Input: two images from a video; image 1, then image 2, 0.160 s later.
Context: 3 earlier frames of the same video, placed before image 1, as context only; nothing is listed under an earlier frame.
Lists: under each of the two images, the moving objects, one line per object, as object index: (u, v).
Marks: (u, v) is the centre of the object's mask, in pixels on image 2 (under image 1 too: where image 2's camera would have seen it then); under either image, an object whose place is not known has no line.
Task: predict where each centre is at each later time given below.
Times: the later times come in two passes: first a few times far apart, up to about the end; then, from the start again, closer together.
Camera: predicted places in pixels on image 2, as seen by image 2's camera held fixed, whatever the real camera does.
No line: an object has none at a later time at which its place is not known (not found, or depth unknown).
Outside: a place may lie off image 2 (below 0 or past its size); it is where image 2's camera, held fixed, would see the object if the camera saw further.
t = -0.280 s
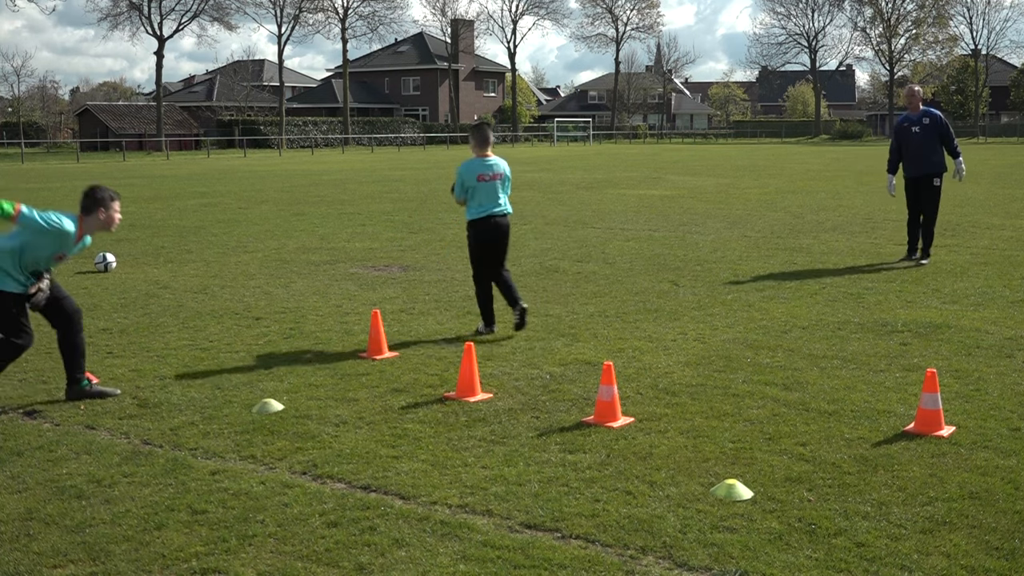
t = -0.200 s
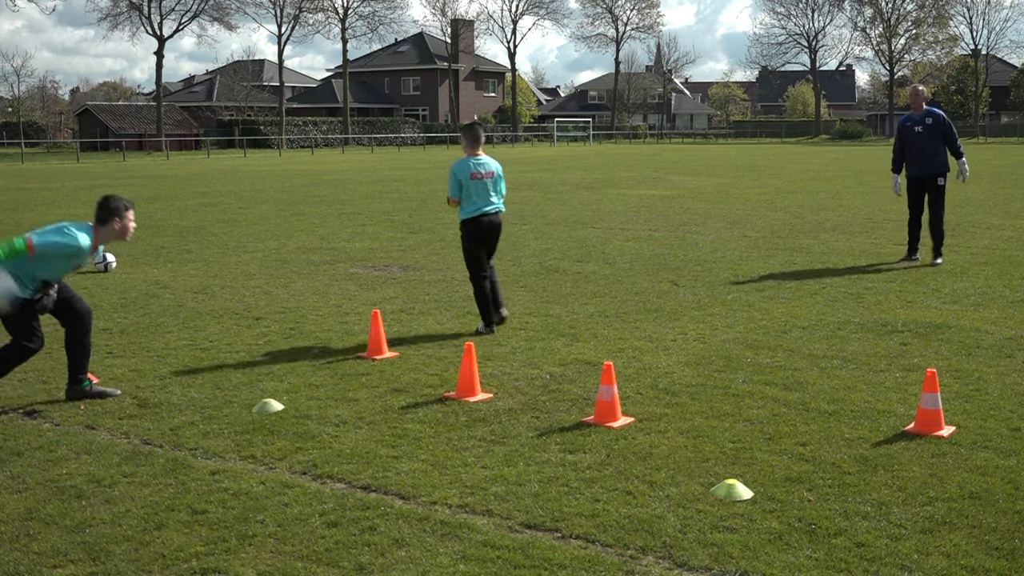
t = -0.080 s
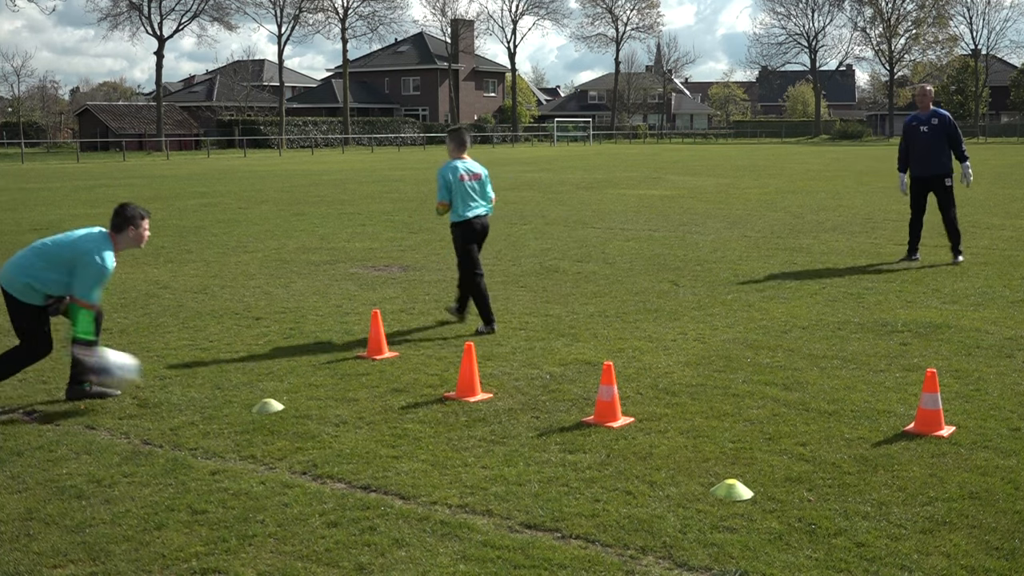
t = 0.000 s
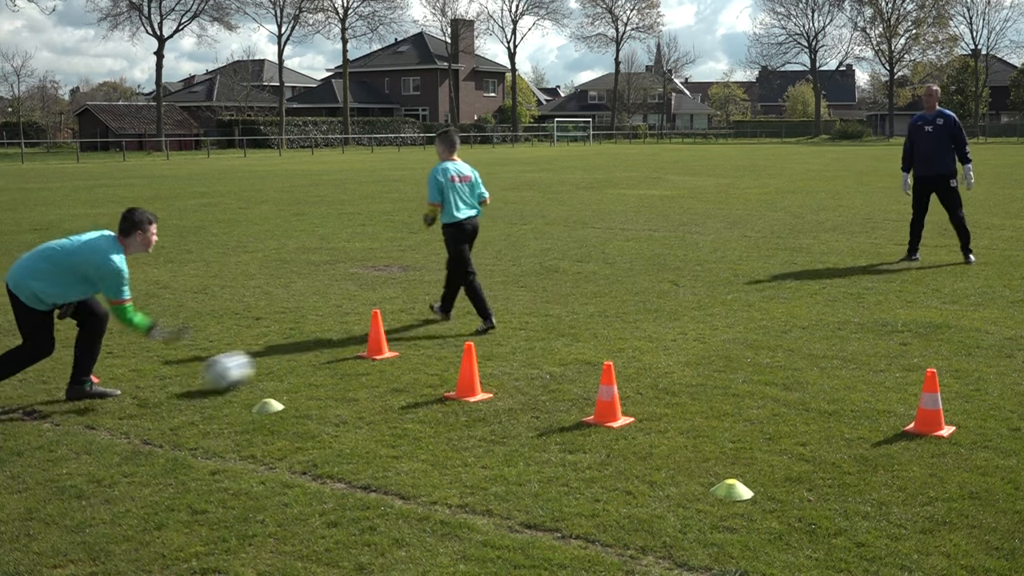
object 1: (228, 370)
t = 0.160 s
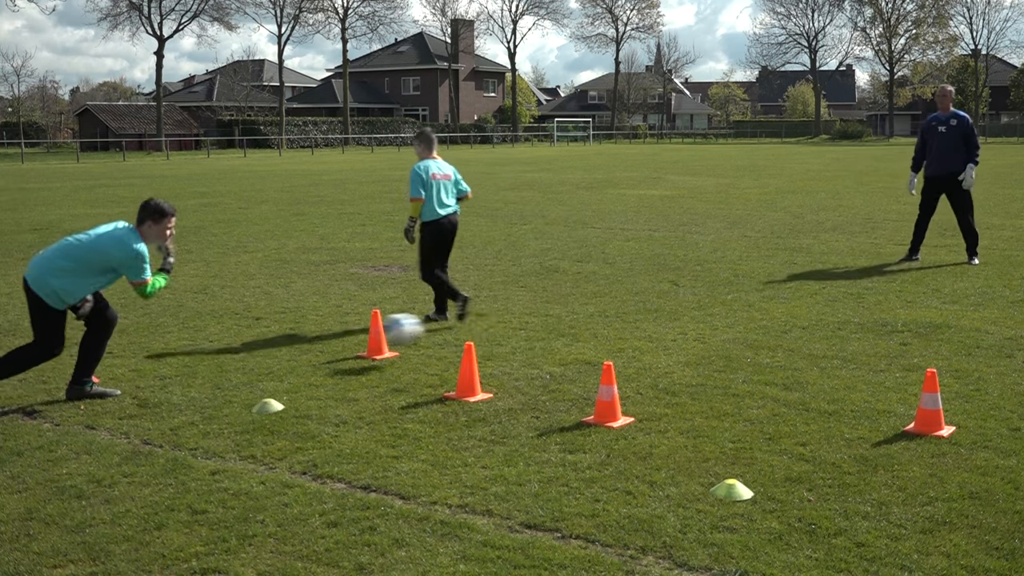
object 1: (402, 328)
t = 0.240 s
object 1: (476, 323)
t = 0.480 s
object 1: (629, 296)
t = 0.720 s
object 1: (739, 289)
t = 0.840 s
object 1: (786, 286)
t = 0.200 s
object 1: (439, 325)
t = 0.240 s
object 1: (476, 323)
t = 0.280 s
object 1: (511, 326)
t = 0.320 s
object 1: (540, 326)
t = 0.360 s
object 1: (563, 314)
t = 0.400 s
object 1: (586, 306)
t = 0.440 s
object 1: (608, 301)
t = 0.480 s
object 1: (629, 296)
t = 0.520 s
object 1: (648, 295)
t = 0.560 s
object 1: (668, 297)
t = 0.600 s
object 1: (686, 300)
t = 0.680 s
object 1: (723, 294)
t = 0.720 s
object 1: (739, 289)
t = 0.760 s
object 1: (756, 285)
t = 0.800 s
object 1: (772, 285)
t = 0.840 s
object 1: (786, 286)
